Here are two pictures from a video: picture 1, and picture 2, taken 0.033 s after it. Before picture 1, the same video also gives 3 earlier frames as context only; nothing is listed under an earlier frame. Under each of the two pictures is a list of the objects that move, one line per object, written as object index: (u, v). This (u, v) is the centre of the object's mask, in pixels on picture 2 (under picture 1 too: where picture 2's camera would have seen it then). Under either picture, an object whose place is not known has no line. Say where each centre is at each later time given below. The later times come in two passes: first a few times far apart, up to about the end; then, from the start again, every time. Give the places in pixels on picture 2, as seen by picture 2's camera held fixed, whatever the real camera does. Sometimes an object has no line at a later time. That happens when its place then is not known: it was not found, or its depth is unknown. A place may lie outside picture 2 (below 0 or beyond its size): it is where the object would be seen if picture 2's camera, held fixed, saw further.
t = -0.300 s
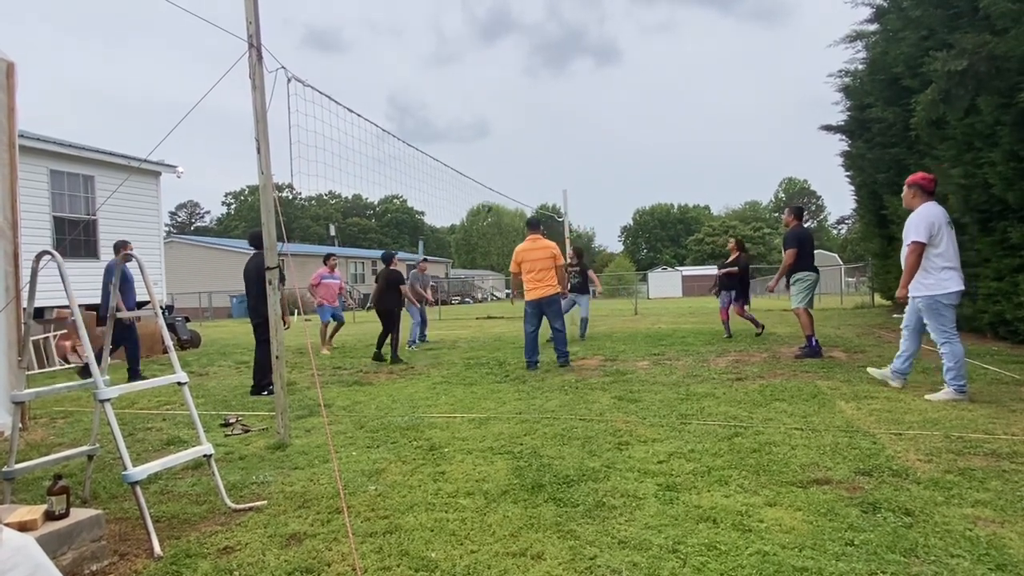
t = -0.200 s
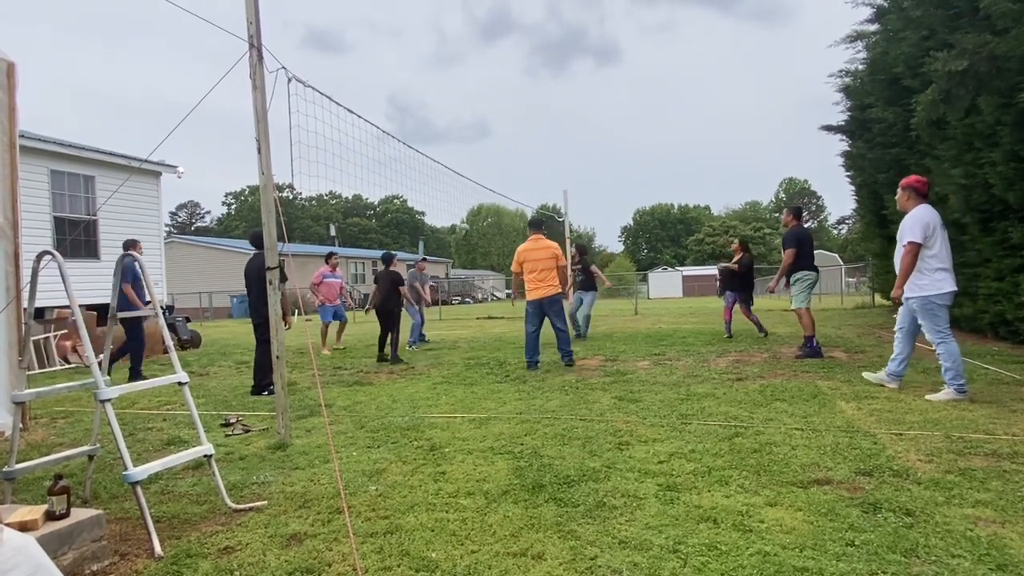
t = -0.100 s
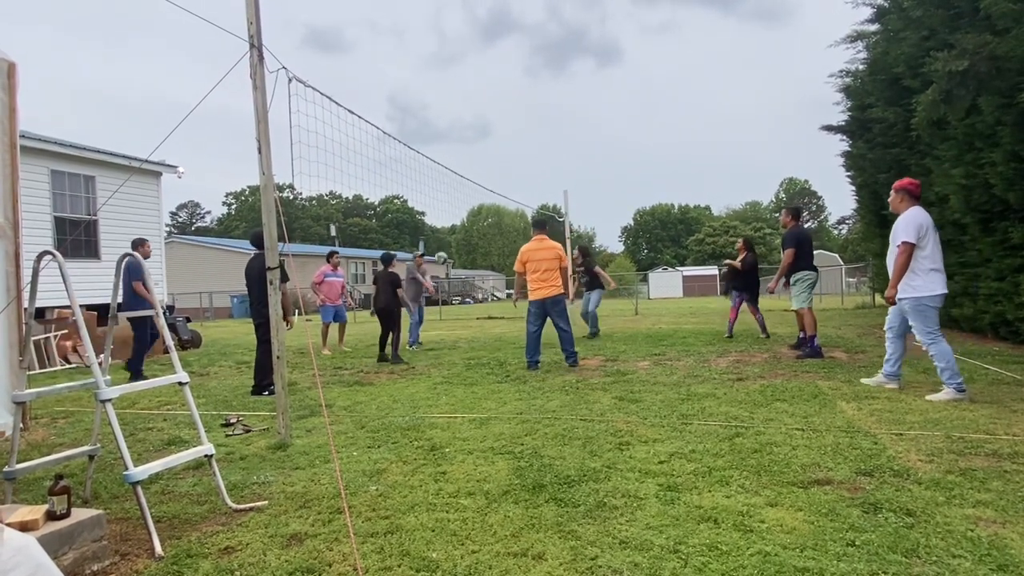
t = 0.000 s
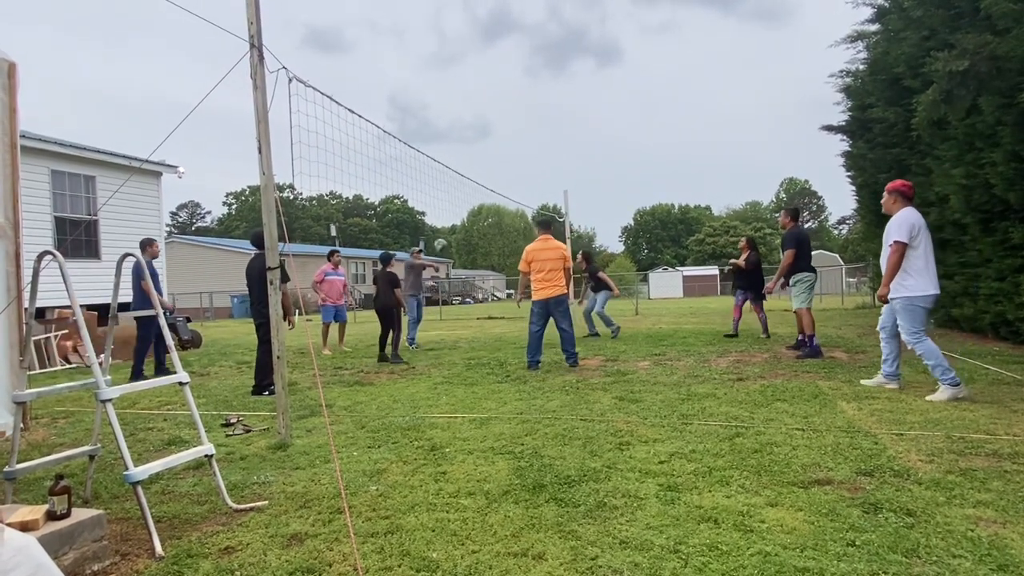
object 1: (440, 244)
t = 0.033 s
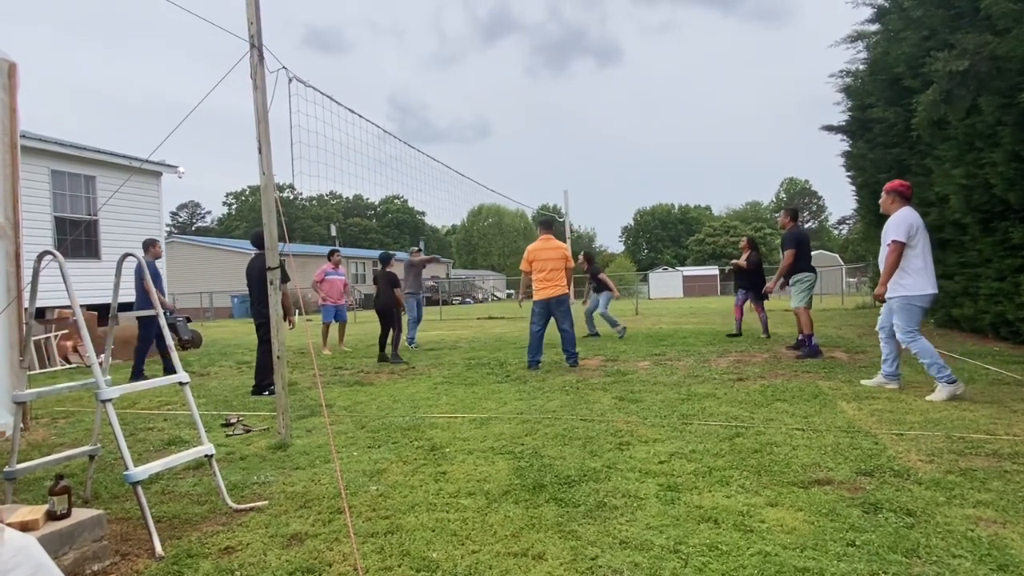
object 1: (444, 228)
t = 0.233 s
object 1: (476, 152)
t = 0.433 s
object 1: (508, 96)
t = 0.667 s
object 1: (547, 63)
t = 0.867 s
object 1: (582, 63)
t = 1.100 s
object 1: (625, 96)
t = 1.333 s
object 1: (669, 168)
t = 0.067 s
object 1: (450, 216)
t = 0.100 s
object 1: (455, 202)
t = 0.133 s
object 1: (461, 189)
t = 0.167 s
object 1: (466, 176)
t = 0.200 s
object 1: (471, 164)
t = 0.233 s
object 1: (476, 152)
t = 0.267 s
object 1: (482, 141)
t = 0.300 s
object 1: (487, 131)
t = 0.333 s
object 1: (492, 121)
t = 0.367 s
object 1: (497, 112)
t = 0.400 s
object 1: (503, 104)
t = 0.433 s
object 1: (508, 96)
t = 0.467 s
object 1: (513, 90)
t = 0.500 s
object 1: (519, 83)
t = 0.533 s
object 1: (524, 78)
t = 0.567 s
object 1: (530, 73)
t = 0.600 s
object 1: (535, 69)
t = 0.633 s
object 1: (541, 66)
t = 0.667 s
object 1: (547, 63)
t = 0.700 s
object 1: (553, 61)
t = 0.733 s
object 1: (559, 60)
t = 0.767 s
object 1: (564, 60)
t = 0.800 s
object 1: (570, 60)
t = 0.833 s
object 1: (576, 61)
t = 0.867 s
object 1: (582, 63)
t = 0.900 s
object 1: (588, 65)
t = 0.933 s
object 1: (594, 68)
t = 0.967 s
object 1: (600, 72)
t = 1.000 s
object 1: (607, 77)
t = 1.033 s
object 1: (613, 82)
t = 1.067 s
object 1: (619, 89)
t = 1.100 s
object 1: (625, 96)
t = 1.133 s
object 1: (631, 104)
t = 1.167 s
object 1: (637, 113)
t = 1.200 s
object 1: (644, 122)
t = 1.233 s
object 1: (650, 132)
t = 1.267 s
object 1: (656, 144)
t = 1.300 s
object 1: (662, 155)
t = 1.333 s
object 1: (669, 168)
